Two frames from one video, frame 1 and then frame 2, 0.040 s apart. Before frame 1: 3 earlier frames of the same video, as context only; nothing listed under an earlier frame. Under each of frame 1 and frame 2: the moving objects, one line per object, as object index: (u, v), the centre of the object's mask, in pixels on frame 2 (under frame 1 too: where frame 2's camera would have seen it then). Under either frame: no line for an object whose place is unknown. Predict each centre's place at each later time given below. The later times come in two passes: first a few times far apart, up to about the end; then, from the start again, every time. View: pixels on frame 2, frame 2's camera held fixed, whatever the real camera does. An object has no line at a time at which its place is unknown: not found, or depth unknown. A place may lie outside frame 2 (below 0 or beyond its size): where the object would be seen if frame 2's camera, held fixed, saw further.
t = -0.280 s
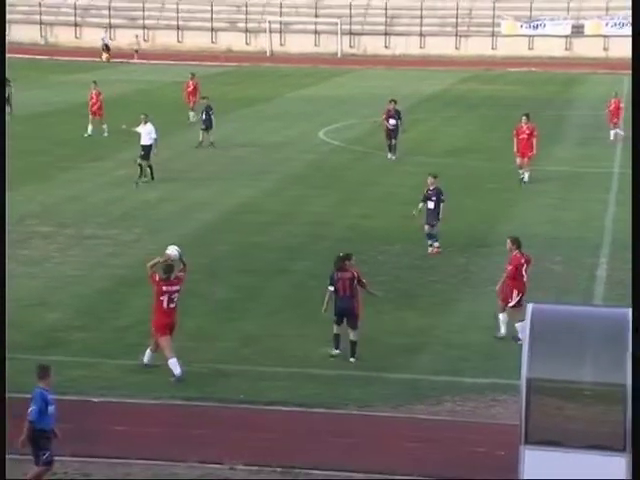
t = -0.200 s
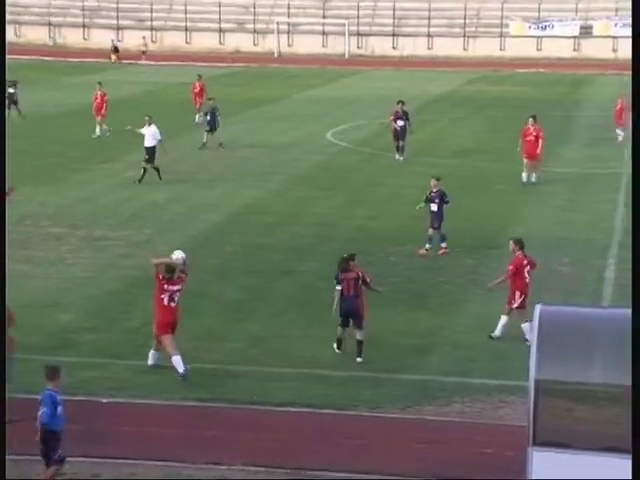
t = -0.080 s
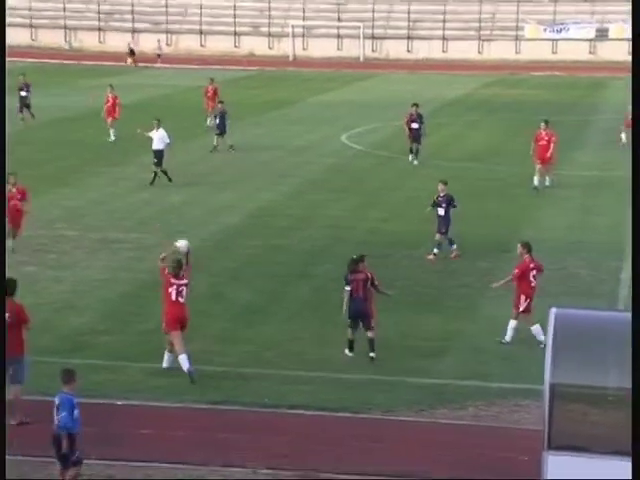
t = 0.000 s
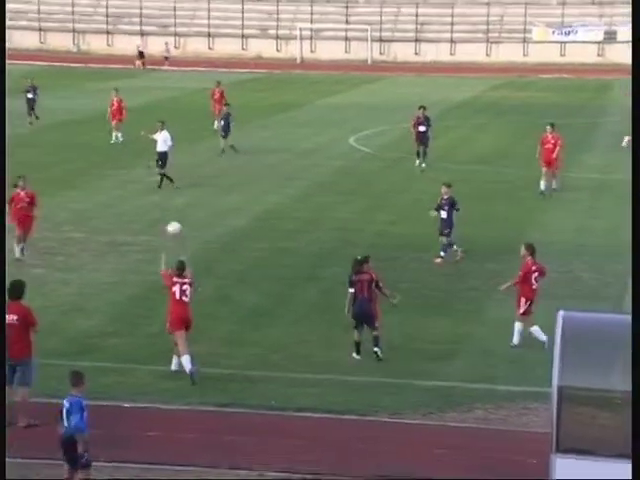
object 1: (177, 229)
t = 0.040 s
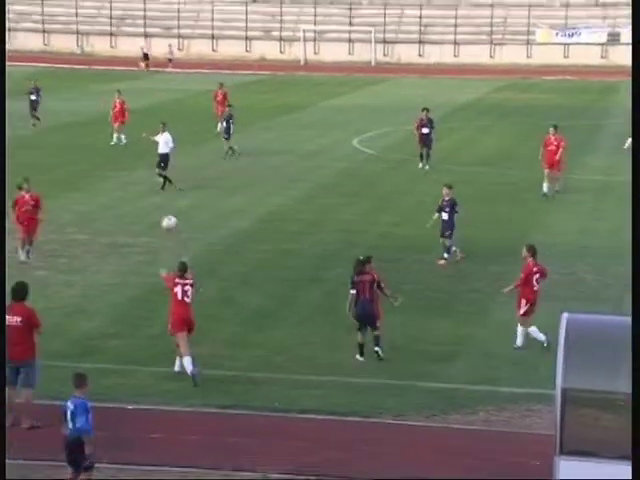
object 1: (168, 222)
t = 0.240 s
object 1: (131, 202)
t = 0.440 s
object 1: (99, 210)
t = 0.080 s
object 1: (161, 216)
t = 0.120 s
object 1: (153, 211)
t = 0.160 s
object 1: (144, 205)
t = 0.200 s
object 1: (137, 203)
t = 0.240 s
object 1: (131, 202)
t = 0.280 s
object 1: (124, 202)
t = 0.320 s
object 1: (118, 203)
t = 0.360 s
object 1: (111, 204)
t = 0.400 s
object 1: (105, 206)
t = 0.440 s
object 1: (99, 210)
